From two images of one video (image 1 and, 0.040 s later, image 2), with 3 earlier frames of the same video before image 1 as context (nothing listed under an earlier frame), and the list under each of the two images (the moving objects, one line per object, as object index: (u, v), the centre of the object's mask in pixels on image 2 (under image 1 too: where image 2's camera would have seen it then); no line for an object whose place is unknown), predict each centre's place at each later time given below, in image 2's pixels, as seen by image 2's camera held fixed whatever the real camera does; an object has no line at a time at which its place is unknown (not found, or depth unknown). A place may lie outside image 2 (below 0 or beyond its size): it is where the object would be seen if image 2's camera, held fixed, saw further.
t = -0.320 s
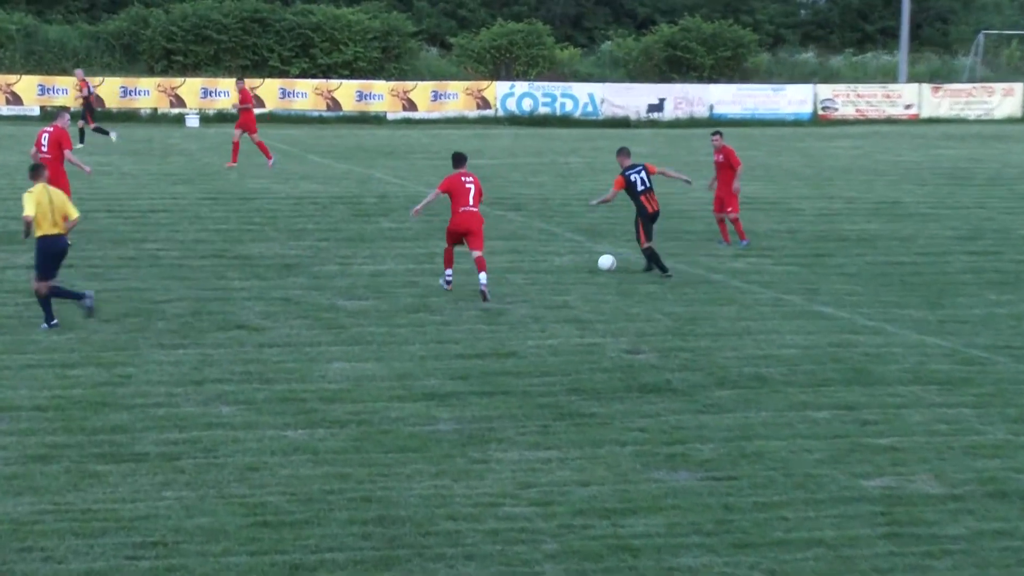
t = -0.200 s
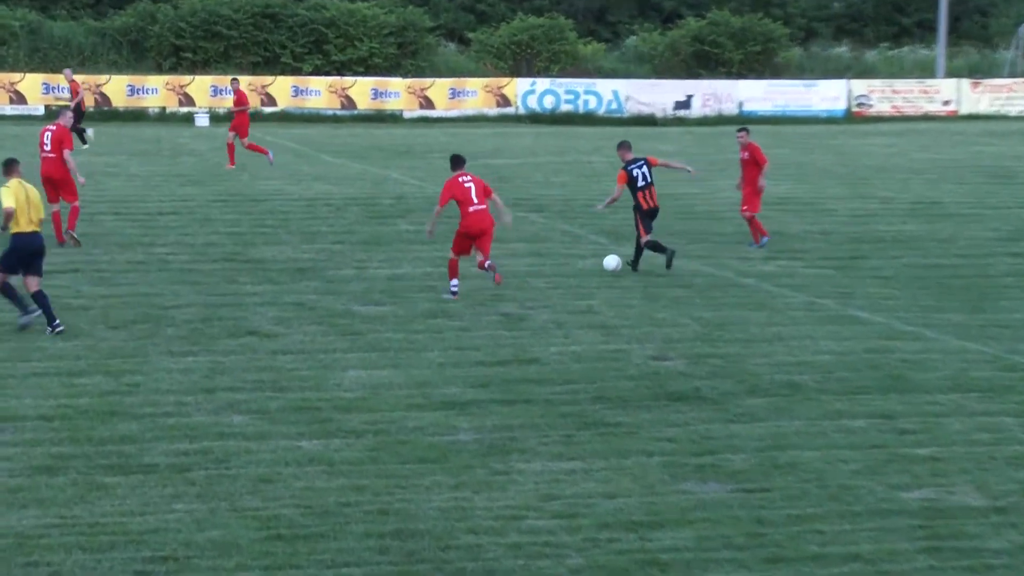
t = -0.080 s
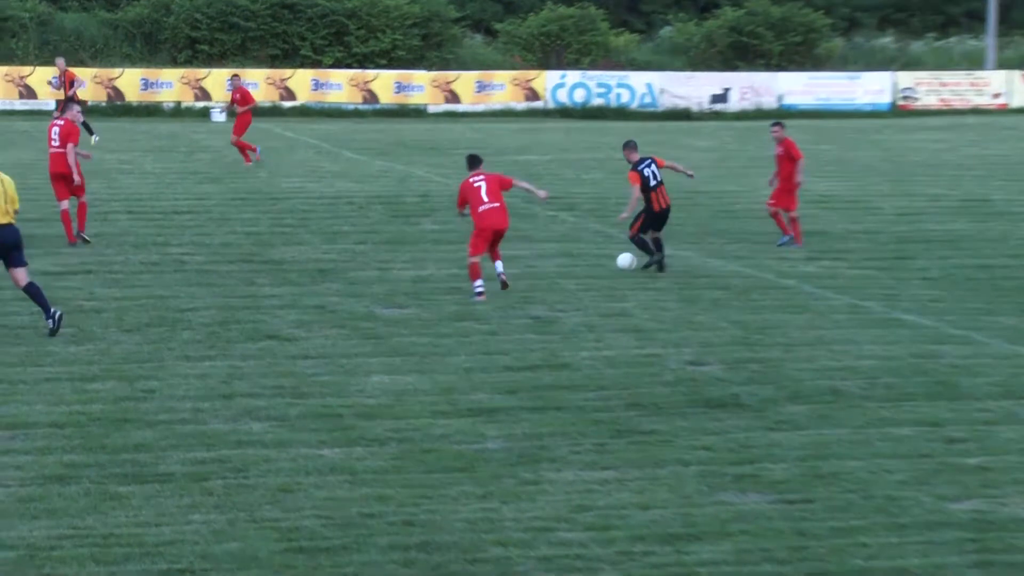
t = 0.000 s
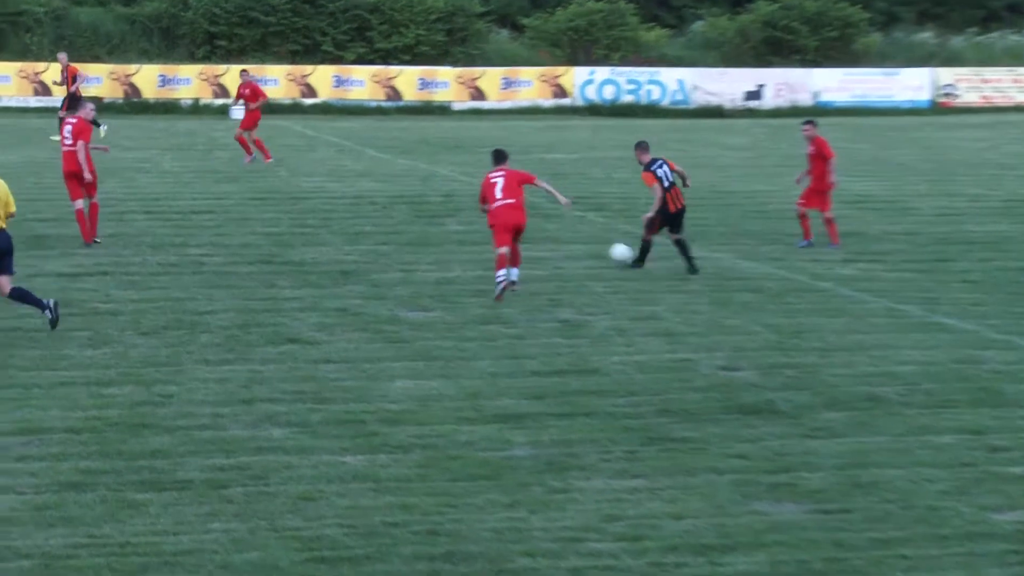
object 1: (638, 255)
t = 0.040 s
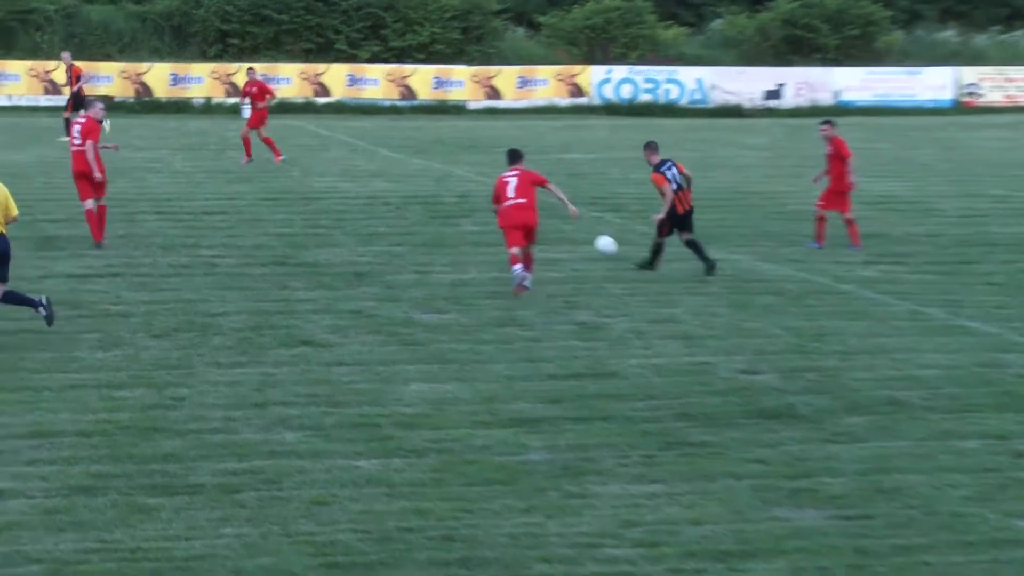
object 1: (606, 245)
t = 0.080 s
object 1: (575, 236)
